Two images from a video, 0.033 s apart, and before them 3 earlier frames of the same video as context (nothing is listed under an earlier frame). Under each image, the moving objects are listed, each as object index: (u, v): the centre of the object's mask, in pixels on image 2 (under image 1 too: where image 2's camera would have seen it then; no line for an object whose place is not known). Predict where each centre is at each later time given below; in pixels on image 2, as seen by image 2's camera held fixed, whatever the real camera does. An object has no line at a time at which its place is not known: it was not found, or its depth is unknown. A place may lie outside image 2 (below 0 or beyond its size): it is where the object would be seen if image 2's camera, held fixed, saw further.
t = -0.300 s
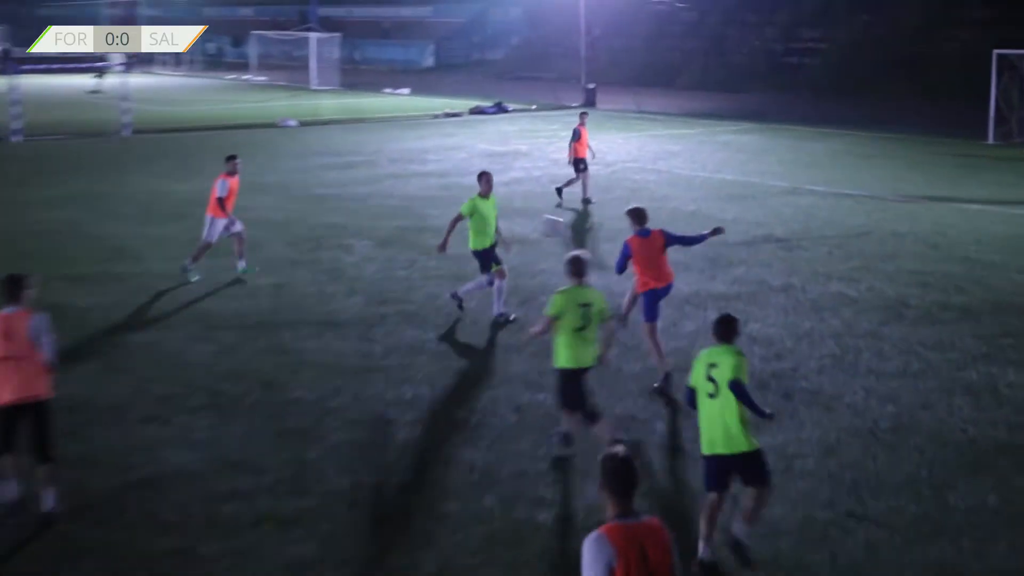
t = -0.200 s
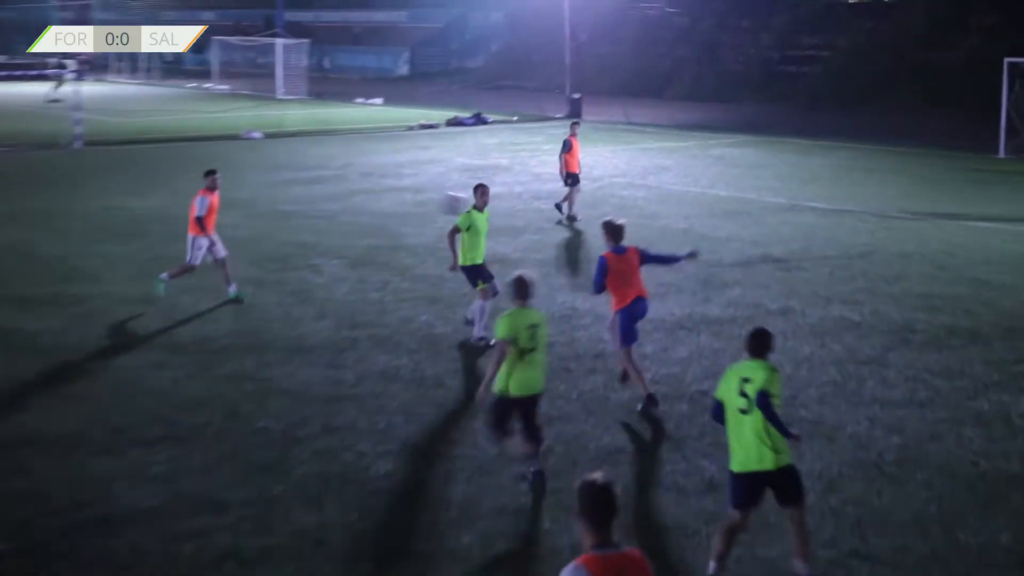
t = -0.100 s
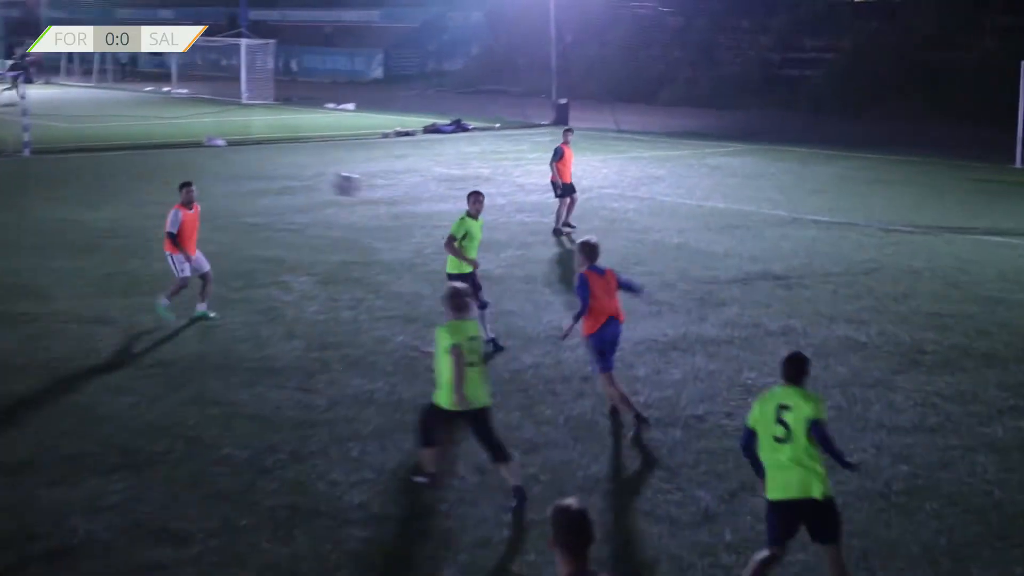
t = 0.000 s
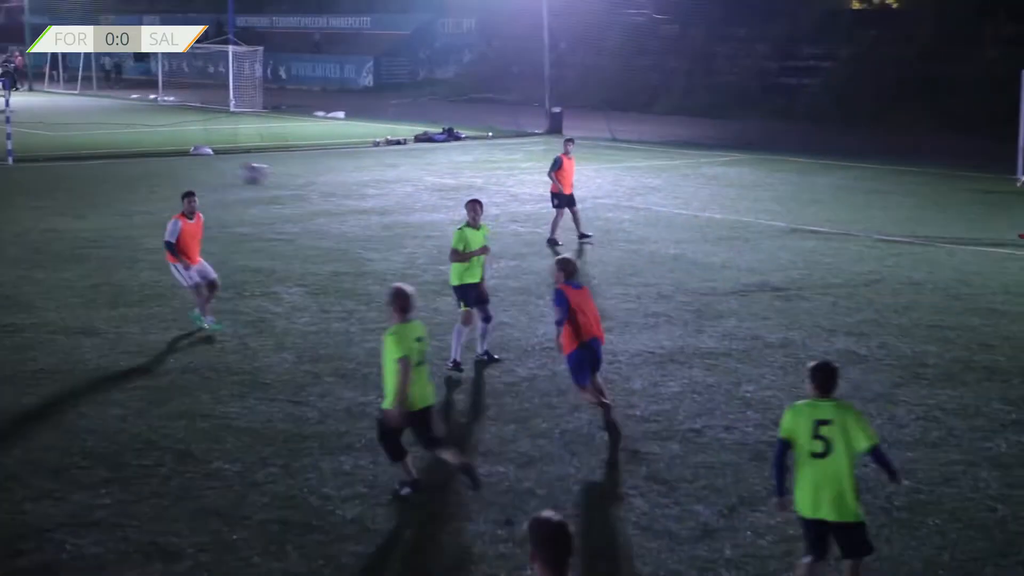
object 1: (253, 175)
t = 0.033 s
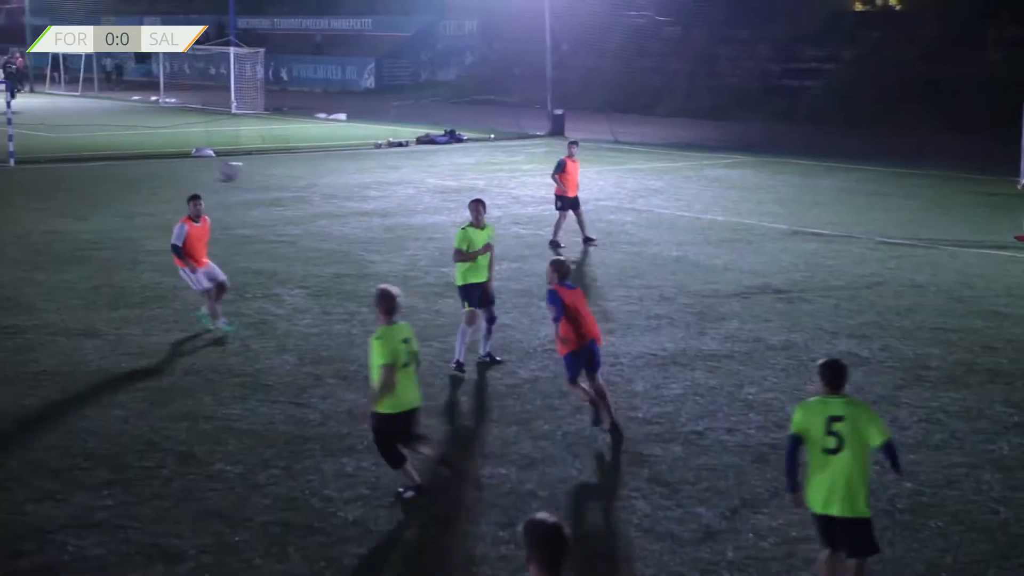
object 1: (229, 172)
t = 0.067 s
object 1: (207, 167)
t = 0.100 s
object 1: (186, 167)
